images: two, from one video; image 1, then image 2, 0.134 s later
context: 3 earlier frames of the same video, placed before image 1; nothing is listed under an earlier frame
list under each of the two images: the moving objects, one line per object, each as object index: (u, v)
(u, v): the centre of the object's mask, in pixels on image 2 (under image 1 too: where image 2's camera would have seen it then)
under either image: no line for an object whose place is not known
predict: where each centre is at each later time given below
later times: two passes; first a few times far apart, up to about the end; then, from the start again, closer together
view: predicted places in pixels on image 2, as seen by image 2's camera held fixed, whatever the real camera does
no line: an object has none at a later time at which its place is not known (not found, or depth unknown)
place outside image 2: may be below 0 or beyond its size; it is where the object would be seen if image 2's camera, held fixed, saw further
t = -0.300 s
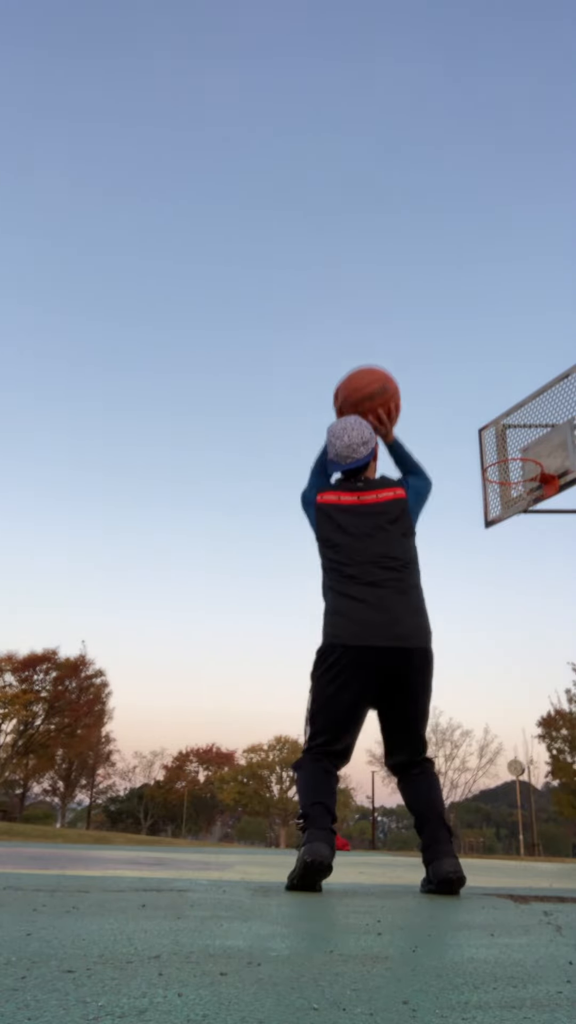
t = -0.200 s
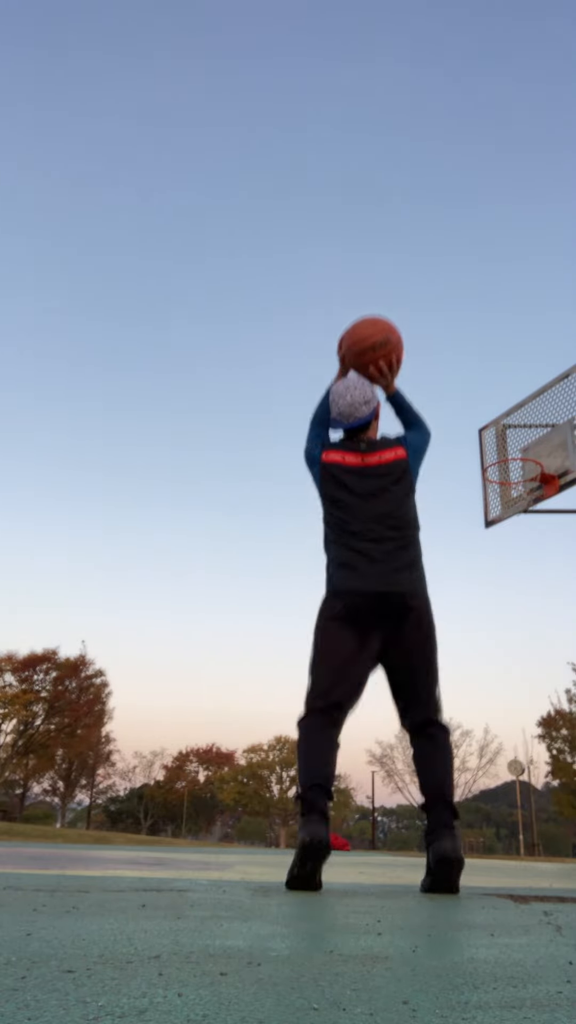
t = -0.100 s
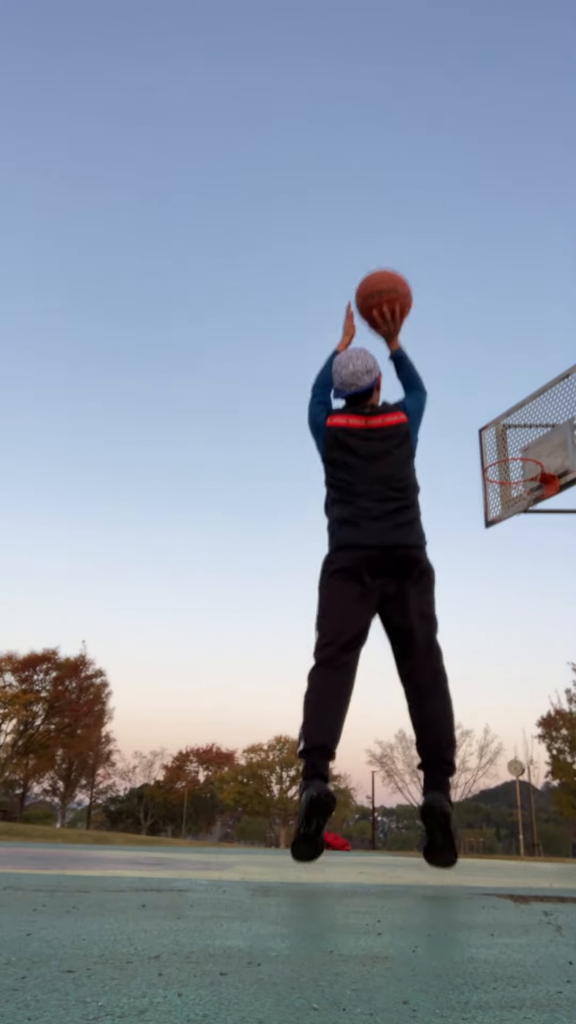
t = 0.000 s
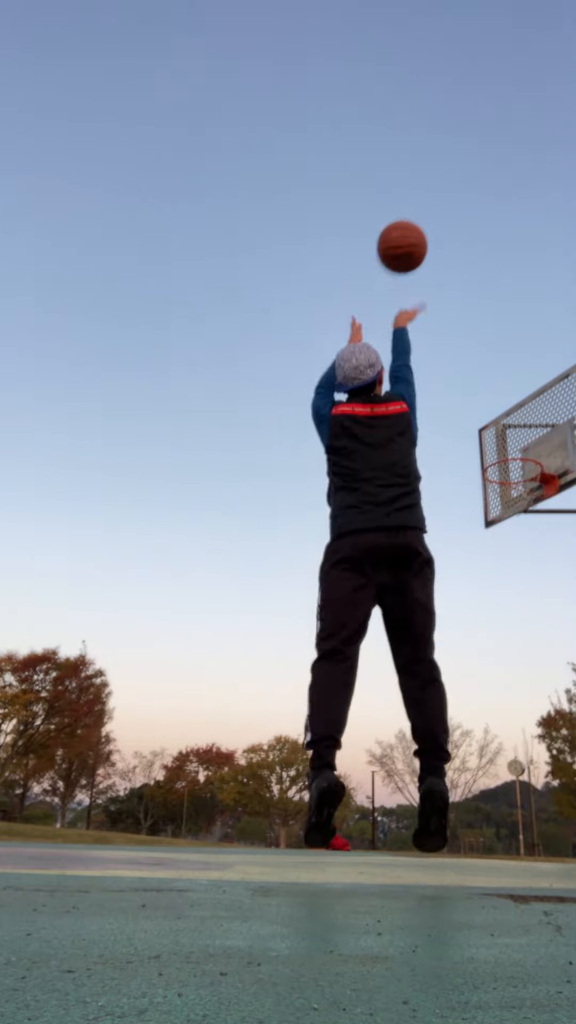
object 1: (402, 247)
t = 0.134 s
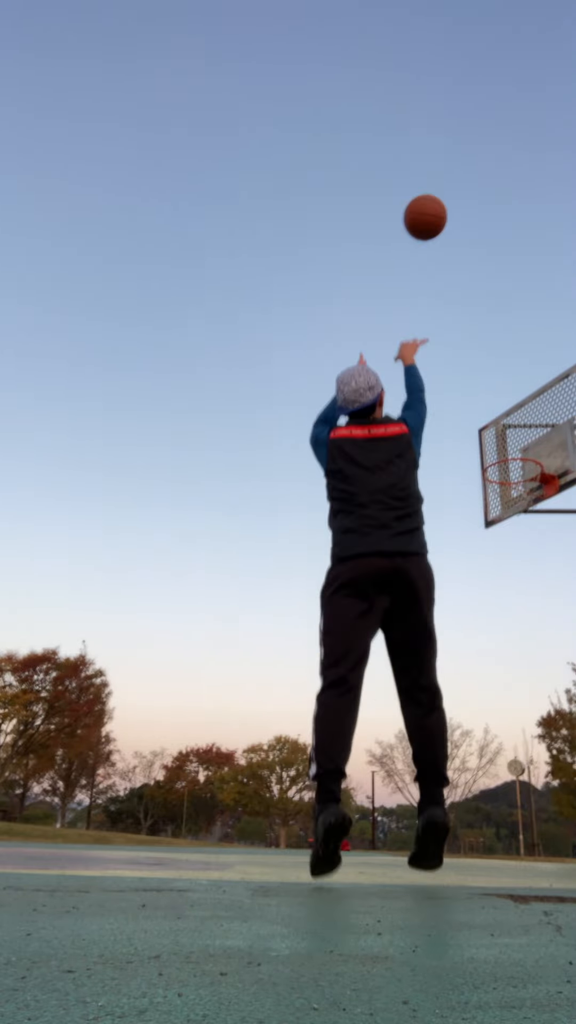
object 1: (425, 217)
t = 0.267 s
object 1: (443, 217)
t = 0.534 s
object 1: (473, 269)
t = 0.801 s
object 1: (499, 375)
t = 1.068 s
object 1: (513, 500)
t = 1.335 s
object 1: (503, 635)
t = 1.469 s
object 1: (501, 762)
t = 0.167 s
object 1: (430, 215)
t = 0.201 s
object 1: (435, 214)
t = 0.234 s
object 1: (439, 215)
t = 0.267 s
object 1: (443, 217)
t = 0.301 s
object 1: (447, 220)
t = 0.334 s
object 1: (451, 224)
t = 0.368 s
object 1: (455, 229)
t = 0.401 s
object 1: (459, 235)
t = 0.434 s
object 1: (463, 242)
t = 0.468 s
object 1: (466, 250)
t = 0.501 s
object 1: (470, 259)
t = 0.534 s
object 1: (473, 269)
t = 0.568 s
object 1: (476, 280)
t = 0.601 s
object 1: (480, 291)
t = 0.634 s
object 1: (483, 303)
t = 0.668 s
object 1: (486, 316)
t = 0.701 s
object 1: (489, 330)
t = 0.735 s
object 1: (492, 344)
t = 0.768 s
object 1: (496, 359)
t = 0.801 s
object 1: (499, 375)
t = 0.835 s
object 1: (502, 392)
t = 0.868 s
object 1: (505, 409)
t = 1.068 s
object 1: (513, 500)
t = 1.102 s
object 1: (511, 510)
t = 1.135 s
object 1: (510, 523)
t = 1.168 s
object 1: (509, 536)
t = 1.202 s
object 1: (507, 552)
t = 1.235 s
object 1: (506, 569)
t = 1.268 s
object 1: (505, 589)
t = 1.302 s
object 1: (504, 611)
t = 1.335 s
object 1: (503, 635)
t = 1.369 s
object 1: (503, 662)
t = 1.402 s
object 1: (502, 692)
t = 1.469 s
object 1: (501, 762)
